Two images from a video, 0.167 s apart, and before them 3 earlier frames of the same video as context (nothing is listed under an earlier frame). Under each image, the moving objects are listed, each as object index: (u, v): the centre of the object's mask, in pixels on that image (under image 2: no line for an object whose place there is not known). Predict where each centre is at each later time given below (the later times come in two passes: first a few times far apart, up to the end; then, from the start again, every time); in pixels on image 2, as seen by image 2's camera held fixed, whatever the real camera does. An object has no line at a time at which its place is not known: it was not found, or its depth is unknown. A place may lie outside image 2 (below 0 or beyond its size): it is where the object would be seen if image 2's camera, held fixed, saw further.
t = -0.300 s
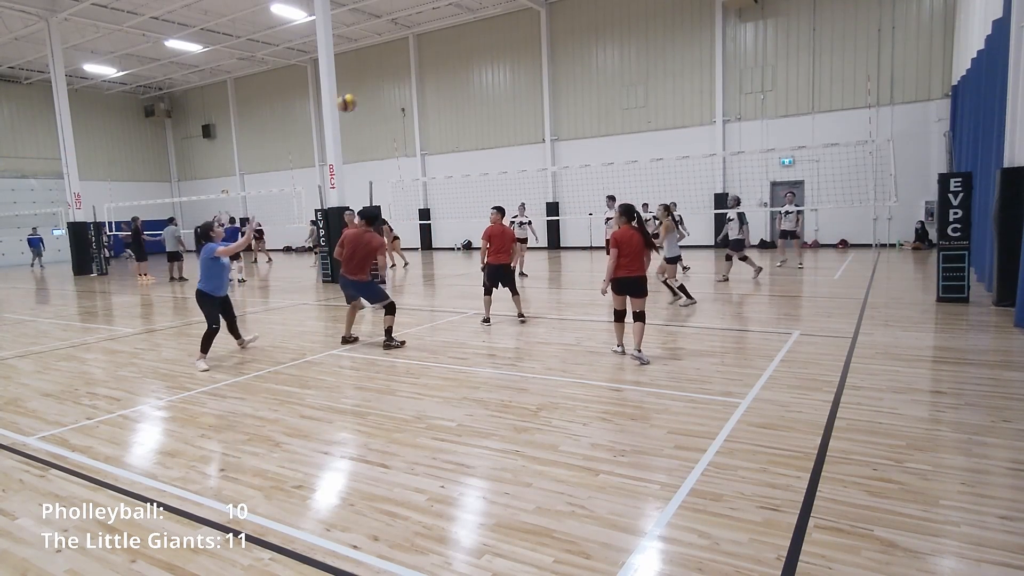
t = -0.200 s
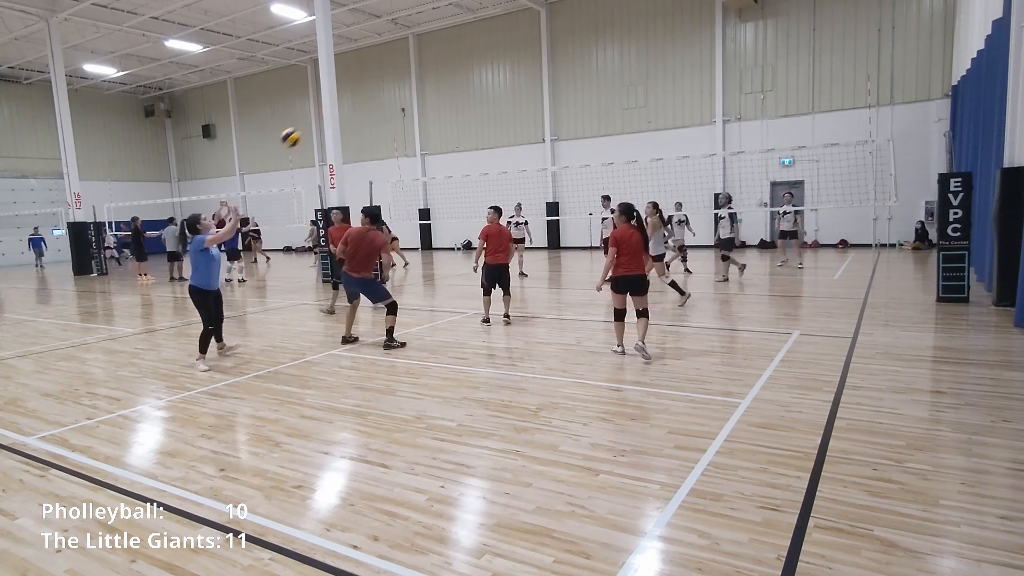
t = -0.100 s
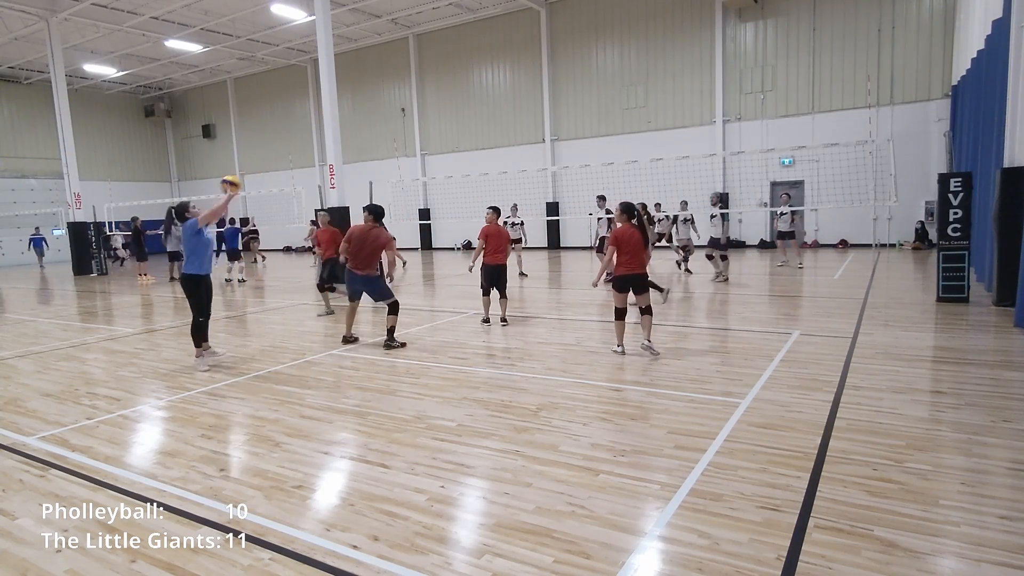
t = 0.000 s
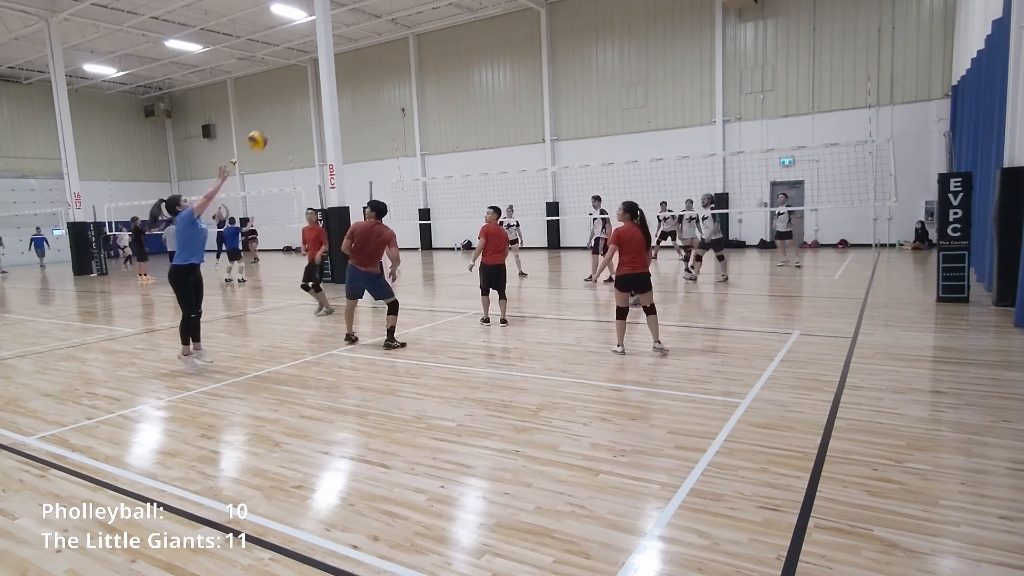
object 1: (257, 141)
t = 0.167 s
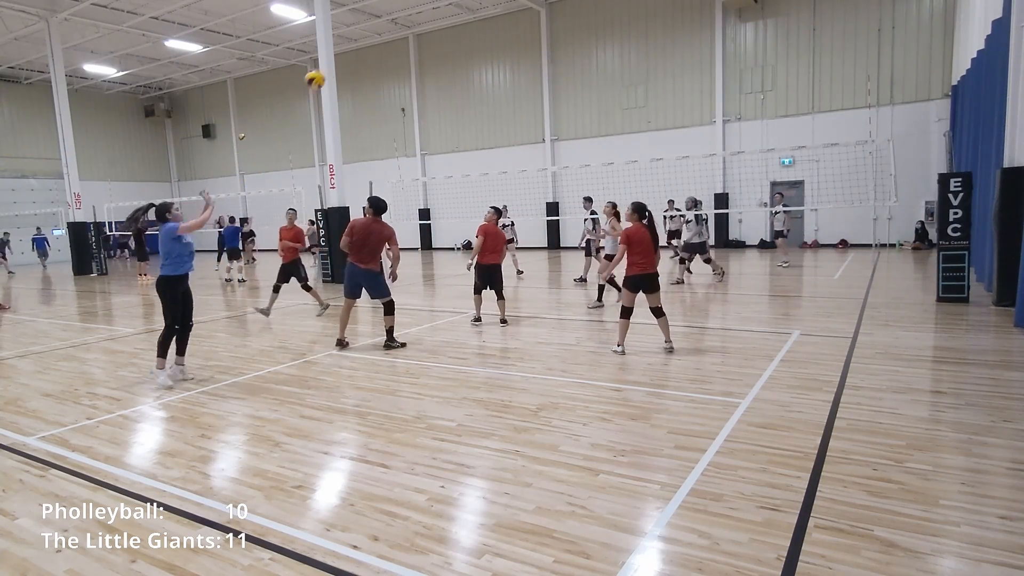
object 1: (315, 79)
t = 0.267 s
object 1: (349, 55)
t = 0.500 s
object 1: (426, 36)
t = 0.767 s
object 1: (509, 74)
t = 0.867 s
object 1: (538, 103)
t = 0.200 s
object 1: (326, 70)
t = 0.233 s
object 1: (338, 62)
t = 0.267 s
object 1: (349, 55)
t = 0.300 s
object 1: (360, 49)
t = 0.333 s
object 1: (371, 44)
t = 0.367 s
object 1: (382, 41)
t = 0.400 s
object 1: (393, 38)
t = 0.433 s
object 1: (404, 36)
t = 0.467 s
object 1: (415, 36)
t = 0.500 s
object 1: (426, 36)
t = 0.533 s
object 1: (436, 38)
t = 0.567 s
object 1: (447, 40)
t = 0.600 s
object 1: (458, 44)
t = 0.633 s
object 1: (468, 48)
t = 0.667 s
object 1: (479, 53)
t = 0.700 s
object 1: (489, 59)
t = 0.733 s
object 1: (499, 66)
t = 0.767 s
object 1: (509, 74)
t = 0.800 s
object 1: (518, 82)
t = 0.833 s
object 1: (528, 92)
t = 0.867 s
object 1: (538, 103)
